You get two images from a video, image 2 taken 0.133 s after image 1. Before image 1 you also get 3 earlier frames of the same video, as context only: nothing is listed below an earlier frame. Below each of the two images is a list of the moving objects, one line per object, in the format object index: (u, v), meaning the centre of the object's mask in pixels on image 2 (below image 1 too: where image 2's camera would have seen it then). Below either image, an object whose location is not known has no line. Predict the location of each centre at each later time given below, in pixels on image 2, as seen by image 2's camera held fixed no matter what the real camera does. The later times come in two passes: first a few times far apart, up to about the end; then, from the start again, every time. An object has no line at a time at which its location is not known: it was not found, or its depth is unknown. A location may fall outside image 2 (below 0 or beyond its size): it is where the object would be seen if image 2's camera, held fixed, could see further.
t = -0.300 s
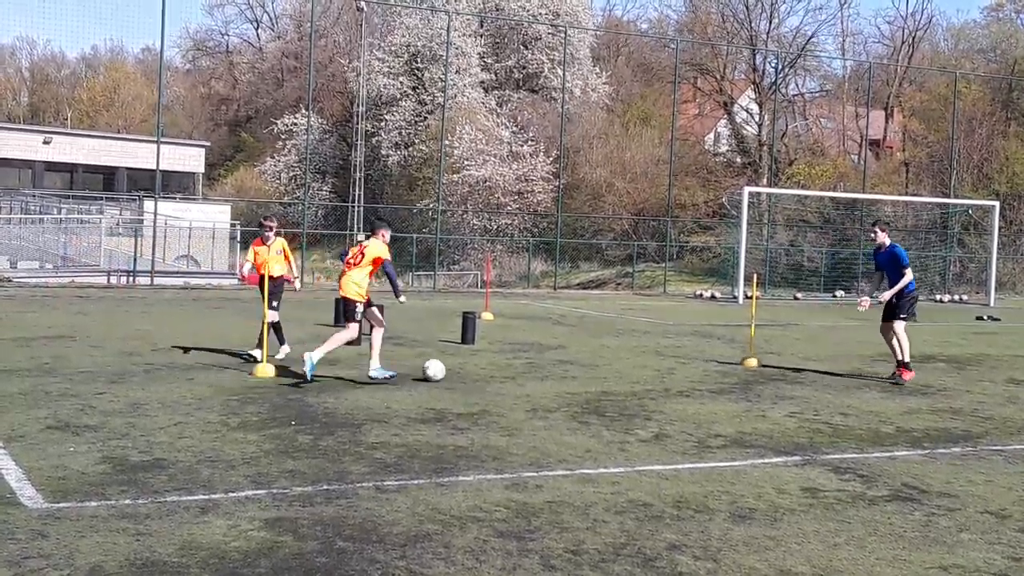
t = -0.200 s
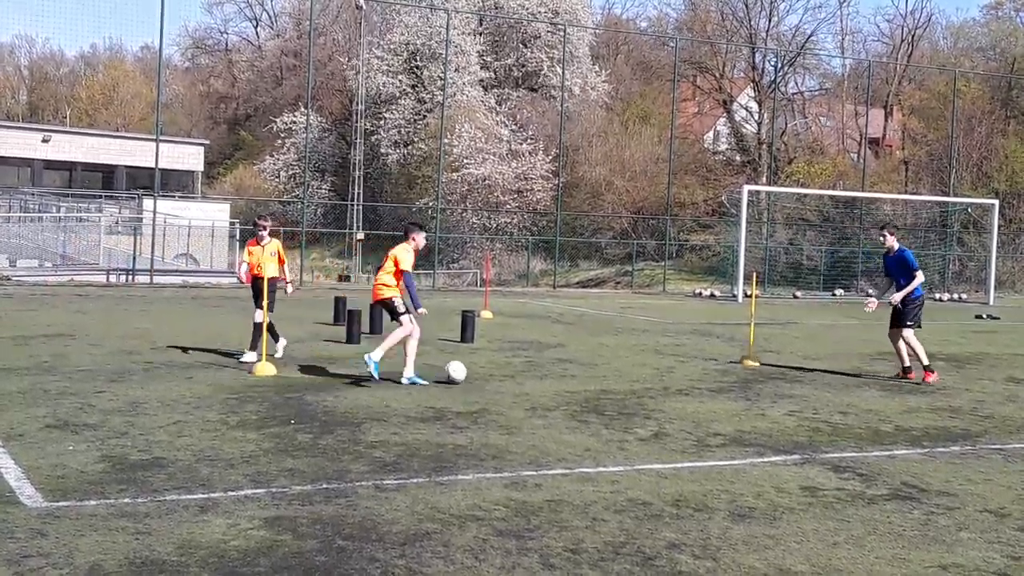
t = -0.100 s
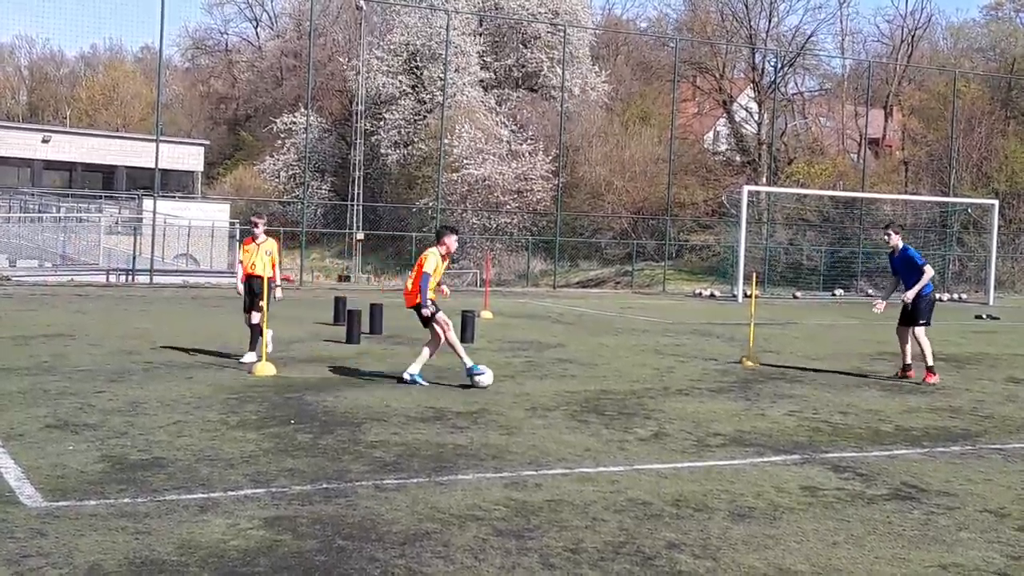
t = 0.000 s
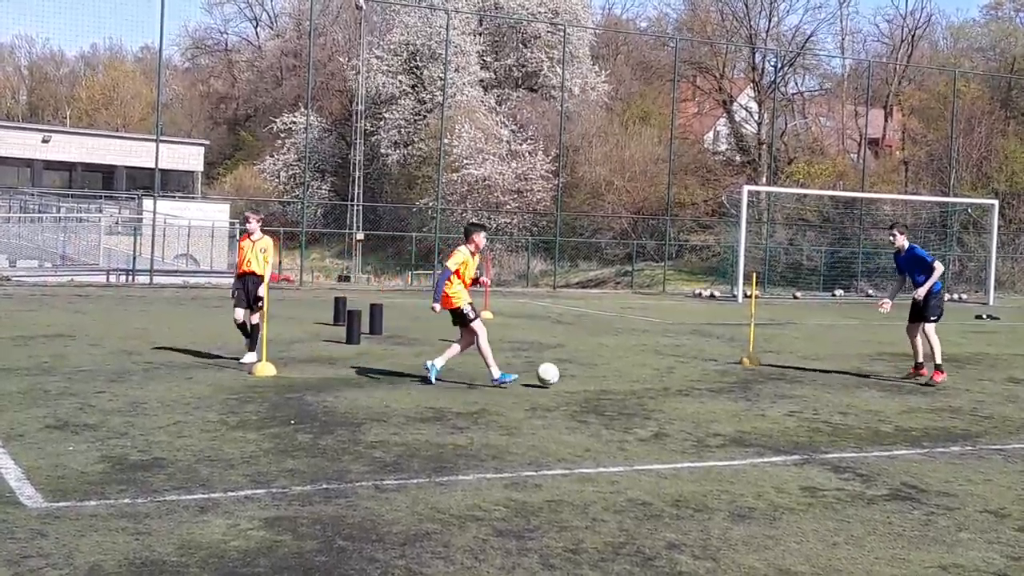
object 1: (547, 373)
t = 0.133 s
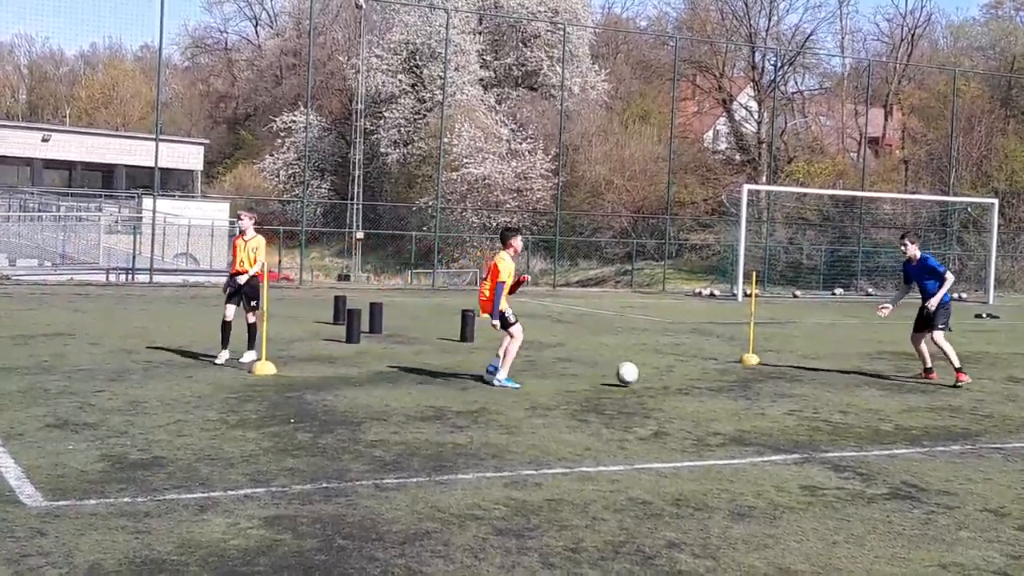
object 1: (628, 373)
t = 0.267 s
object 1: (695, 376)
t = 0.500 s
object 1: (799, 375)
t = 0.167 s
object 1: (644, 373)
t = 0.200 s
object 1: (661, 373)
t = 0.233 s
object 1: (678, 374)
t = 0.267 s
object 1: (695, 376)
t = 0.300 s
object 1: (710, 374)
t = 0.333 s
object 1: (726, 374)
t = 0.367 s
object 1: (740, 374)
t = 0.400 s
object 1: (755, 375)
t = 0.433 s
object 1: (770, 375)
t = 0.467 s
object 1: (785, 375)
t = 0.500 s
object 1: (799, 375)
